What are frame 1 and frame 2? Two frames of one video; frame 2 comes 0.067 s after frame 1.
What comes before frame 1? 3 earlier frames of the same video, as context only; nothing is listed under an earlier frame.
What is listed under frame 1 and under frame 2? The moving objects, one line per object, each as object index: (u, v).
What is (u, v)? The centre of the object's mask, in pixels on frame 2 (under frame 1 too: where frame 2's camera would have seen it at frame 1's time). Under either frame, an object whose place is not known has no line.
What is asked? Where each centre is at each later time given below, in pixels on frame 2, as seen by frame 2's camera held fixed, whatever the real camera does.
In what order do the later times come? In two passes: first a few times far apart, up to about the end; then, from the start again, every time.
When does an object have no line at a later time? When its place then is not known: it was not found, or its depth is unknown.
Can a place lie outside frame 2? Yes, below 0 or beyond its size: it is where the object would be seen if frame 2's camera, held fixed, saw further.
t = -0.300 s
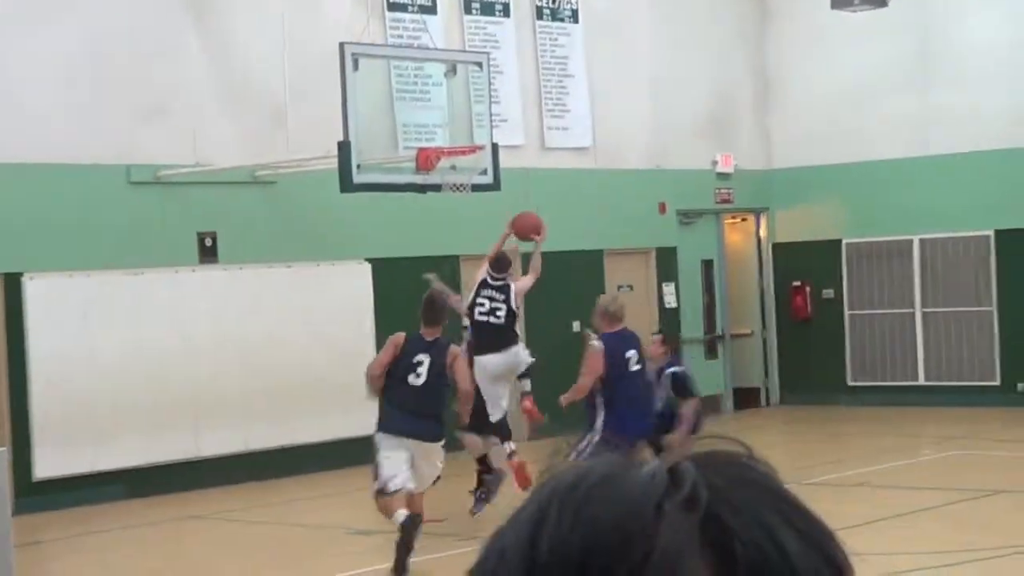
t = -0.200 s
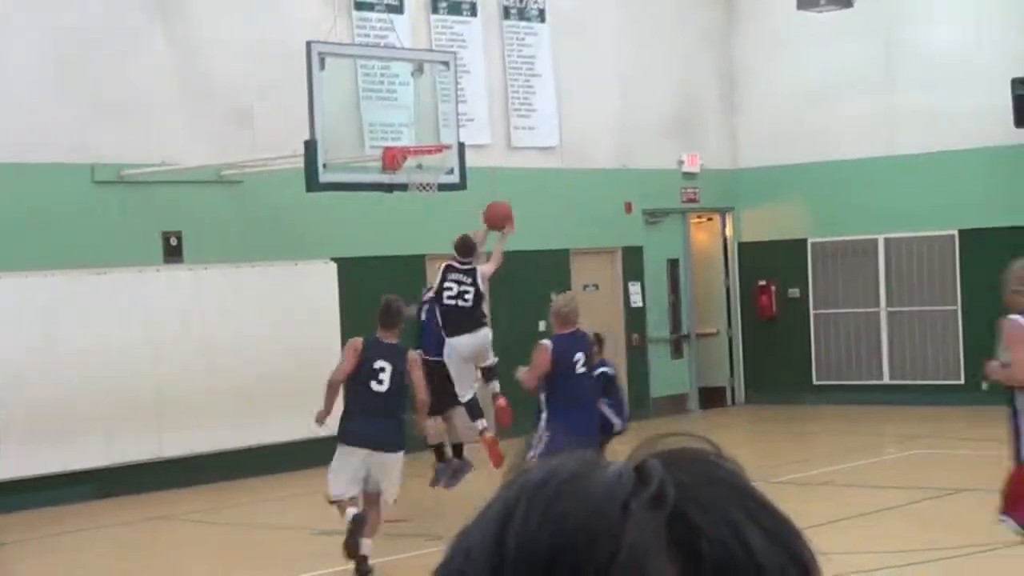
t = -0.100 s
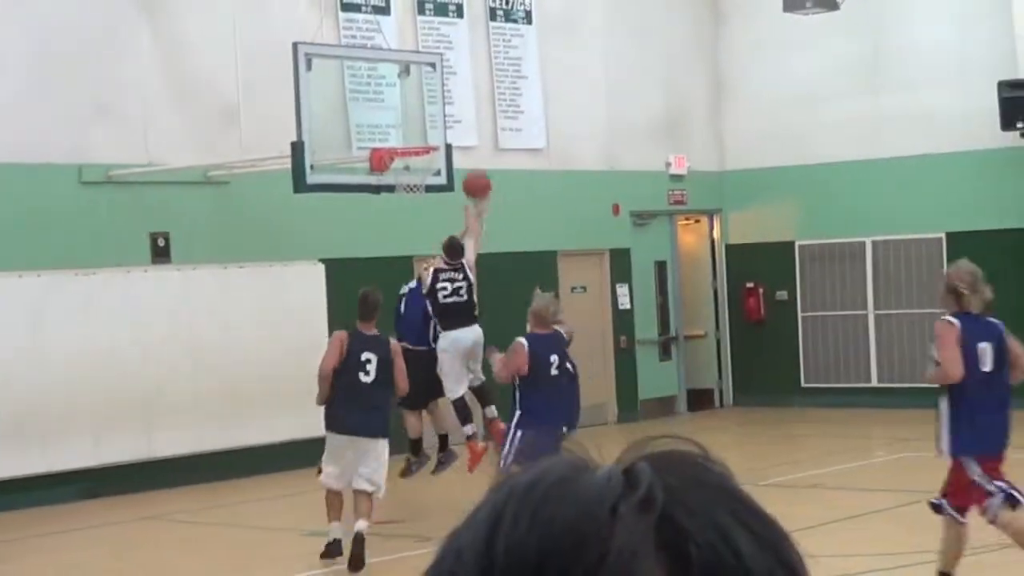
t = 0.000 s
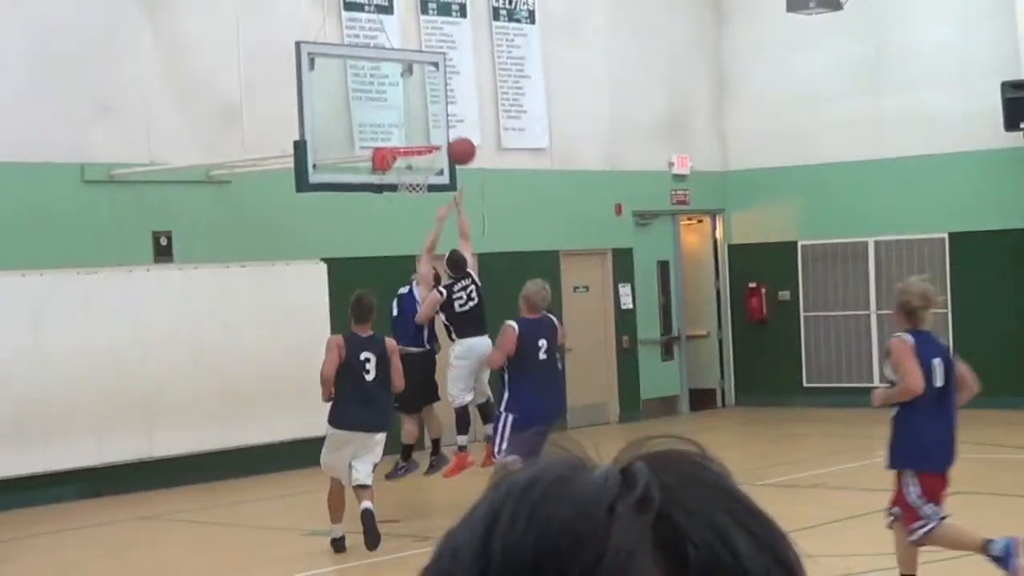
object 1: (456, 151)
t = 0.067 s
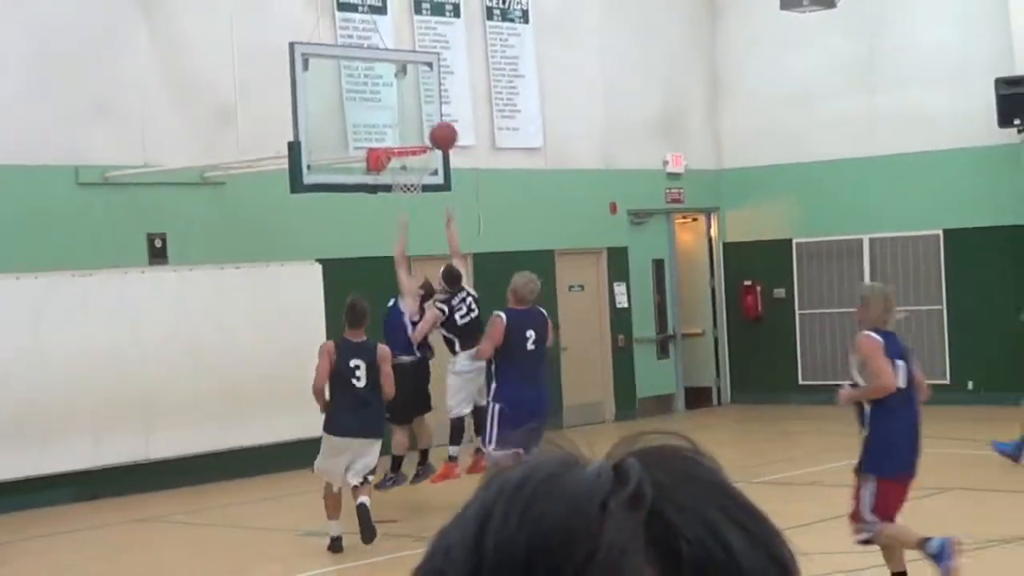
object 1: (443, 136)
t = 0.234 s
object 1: (415, 122)
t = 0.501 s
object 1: (388, 133)
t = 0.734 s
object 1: (392, 129)
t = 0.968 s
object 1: (414, 133)
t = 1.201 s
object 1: (430, 135)
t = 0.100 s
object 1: (437, 130)
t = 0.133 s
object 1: (431, 126)
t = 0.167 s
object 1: (426, 124)
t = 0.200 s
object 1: (420, 122)
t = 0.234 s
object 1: (415, 122)
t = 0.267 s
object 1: (409, 123)
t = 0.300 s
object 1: (404, 125)
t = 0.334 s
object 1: (399, 129)
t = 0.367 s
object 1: (394, 133)
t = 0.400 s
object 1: (392, 133)
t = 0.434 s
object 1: (391, 132)
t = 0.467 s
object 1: (389, 131)
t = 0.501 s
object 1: (388, 133)
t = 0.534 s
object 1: (387, 135)
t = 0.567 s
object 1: (386, 137)
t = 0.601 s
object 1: (386, 135)
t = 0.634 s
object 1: (386, 132)
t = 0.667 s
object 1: (386, 131)
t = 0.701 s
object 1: (389, 129)
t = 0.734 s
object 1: (392, 129)
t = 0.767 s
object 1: (395, 130)
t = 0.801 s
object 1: (399, 131)
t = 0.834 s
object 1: (402, 135)
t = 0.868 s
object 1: (405, 136)
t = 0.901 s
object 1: (408, 135)
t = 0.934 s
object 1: (411, 133)
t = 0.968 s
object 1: (414, 133)
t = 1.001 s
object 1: (417, 134)
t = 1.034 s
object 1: (420, 135)
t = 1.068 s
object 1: (422, 135)
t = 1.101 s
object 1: (424, 134)
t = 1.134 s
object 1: (426, 134)
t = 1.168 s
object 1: (428, 135)
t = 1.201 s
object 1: (430, 135)
